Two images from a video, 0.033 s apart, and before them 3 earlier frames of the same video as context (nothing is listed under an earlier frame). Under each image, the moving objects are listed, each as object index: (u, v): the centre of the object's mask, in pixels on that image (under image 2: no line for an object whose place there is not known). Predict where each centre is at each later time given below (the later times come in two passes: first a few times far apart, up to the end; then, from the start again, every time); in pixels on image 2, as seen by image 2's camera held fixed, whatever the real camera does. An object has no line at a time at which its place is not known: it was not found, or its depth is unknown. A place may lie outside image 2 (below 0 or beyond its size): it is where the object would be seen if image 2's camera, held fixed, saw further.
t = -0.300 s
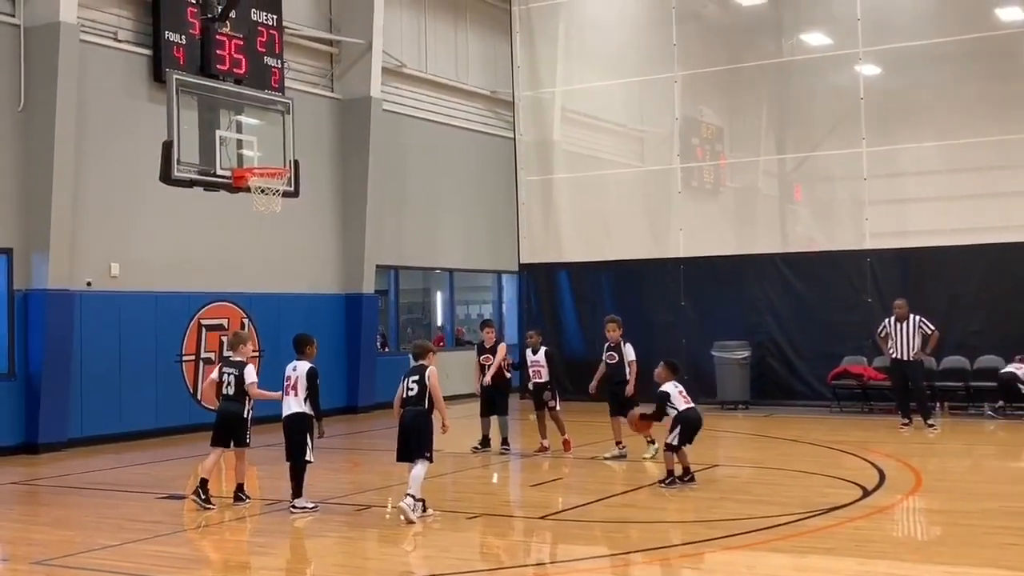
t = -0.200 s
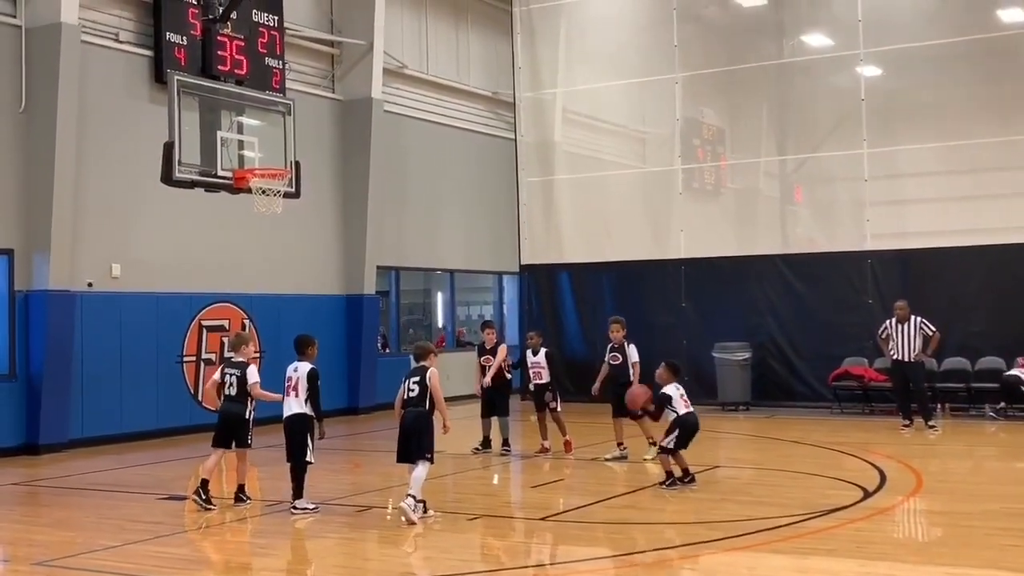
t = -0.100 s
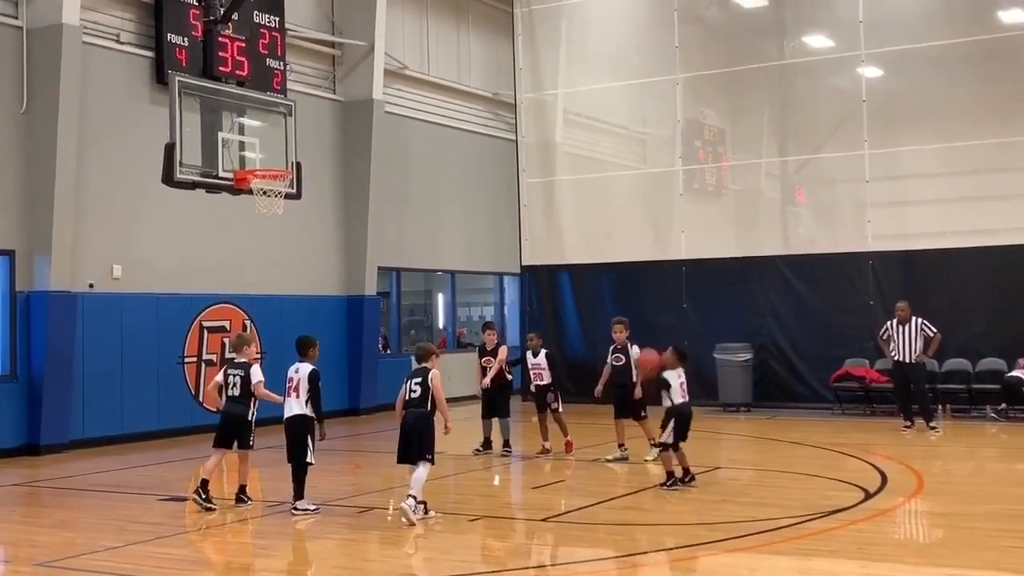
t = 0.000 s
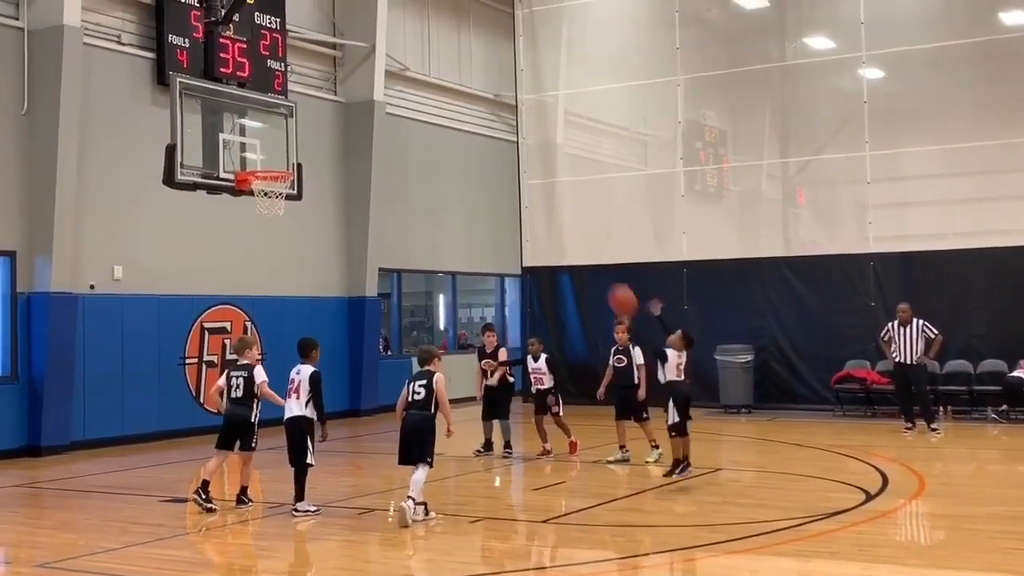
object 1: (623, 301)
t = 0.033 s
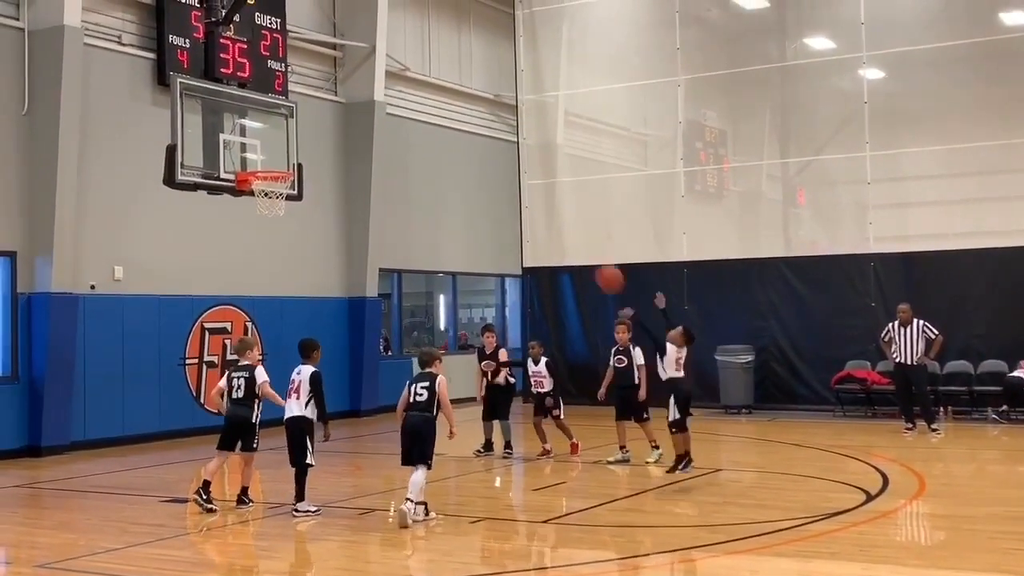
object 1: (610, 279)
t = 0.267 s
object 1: (517, 151)
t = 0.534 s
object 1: (428, 88)
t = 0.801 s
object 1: (346, 98)
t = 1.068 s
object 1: (273, 171)
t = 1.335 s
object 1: (245, 224)
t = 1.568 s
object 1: (234, 302)
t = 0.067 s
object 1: (595, 254)
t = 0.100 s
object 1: (581, 233)
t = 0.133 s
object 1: (567, 214)
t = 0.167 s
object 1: (554, 196)
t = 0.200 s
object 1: (542, 179)
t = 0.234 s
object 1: (531, 164)
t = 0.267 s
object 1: (517, 151)
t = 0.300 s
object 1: (507, 138)
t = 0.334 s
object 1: (494, 129)
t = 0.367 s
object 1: (482, 119)
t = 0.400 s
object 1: (471, 110)
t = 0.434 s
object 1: (460, 102)
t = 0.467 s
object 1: (449, 97)
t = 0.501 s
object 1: (438, 92)
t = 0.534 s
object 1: (428, 88)
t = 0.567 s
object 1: (417, 85)
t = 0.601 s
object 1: (405, 83)
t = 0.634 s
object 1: (395, 82)
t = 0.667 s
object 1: (385, 84)
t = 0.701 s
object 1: (375, 87)
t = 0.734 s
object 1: (365, 89)
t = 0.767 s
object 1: (357, 94)
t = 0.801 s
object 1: (346, 98)
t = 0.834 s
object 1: (336, 105)
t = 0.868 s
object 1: (326, 111)
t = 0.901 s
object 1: (317, 119)
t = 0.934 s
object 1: (308, 129)
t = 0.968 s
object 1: (299, 138)
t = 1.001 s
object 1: (290, 148)
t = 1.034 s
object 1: (281, 160)
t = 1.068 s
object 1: (273, 171)
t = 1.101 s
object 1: (268, 183)
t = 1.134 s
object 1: (258, 194)
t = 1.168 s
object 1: (255, 199)
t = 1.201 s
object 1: (252, 201)
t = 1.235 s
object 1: (251, 204)
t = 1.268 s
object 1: (249, 211)
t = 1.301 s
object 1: (247, 217)
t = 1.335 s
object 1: (245, 224)
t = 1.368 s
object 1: (244, 233)
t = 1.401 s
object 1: (242, 242)
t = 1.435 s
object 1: (240, 252)
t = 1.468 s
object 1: (239, 263)
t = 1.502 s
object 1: (237, 275)
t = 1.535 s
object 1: (236, 288)
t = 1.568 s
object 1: (234, 302)
